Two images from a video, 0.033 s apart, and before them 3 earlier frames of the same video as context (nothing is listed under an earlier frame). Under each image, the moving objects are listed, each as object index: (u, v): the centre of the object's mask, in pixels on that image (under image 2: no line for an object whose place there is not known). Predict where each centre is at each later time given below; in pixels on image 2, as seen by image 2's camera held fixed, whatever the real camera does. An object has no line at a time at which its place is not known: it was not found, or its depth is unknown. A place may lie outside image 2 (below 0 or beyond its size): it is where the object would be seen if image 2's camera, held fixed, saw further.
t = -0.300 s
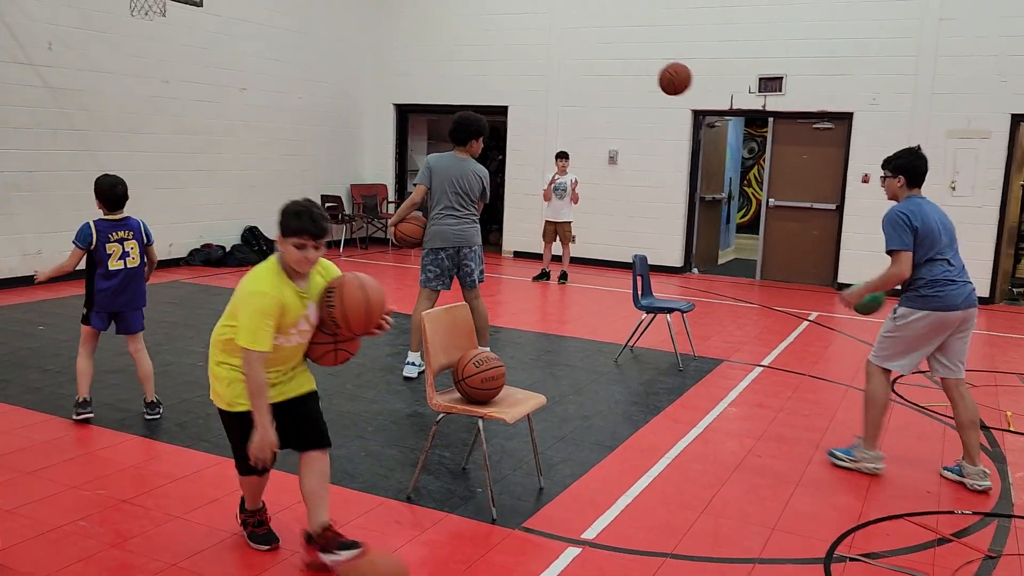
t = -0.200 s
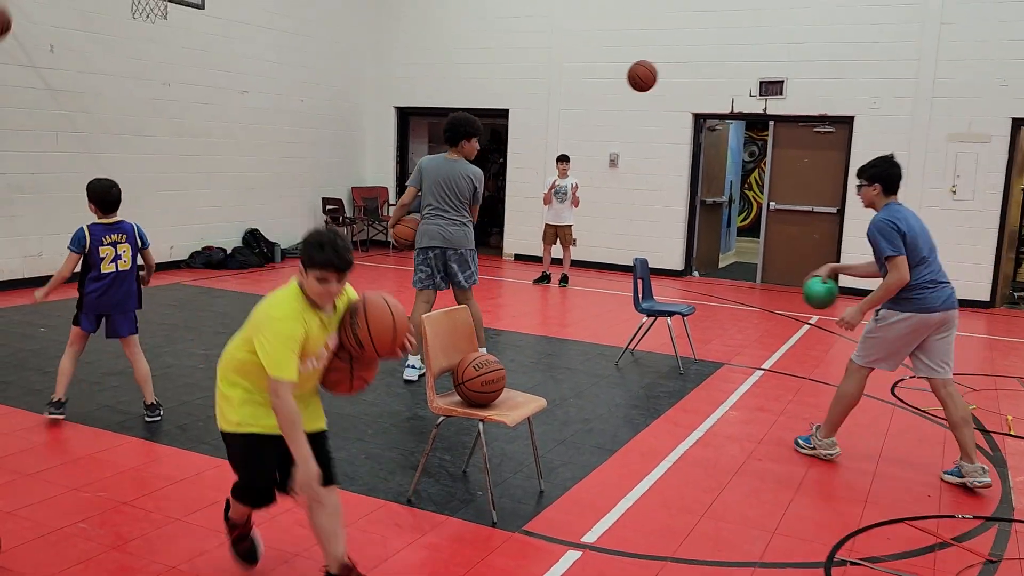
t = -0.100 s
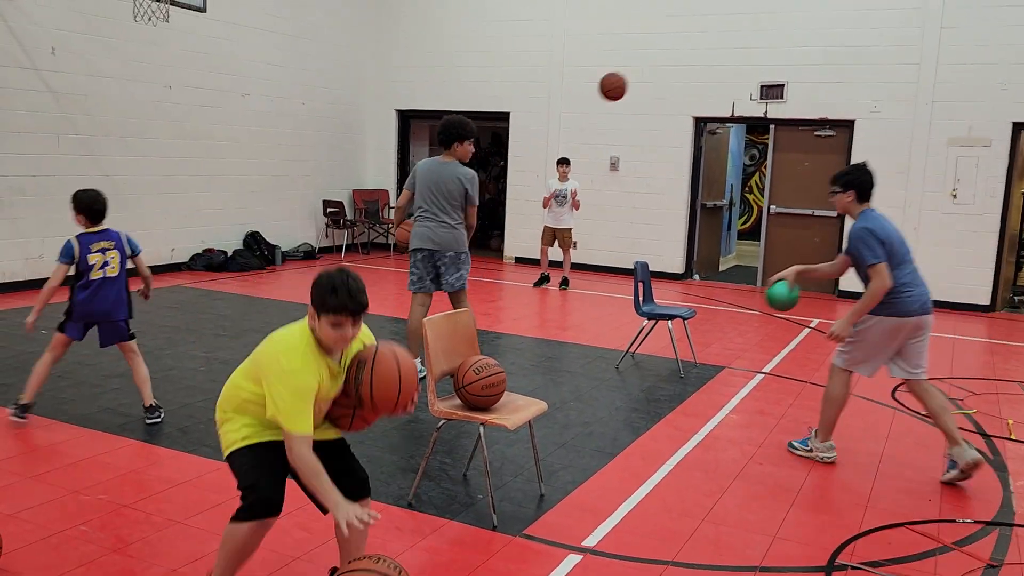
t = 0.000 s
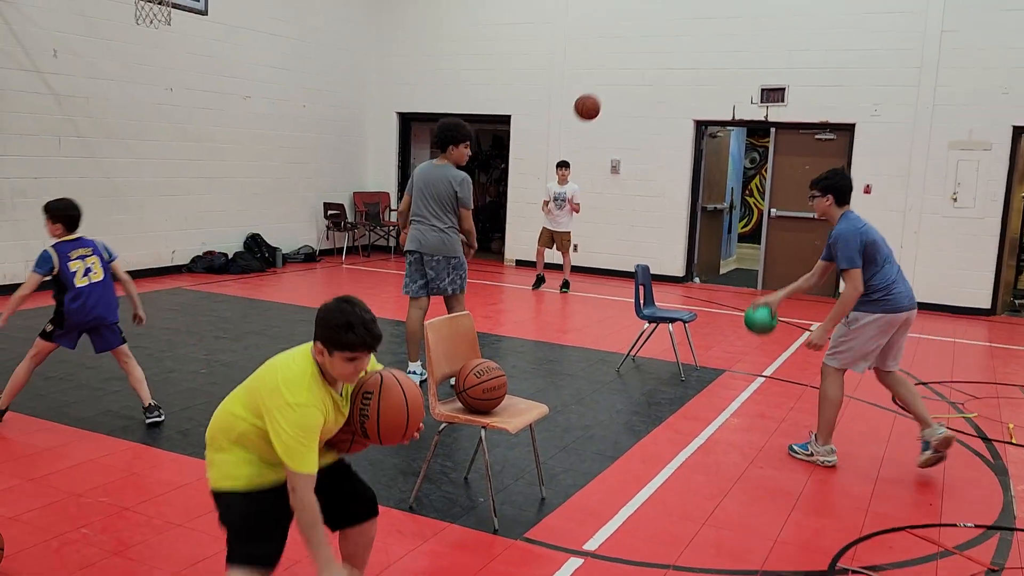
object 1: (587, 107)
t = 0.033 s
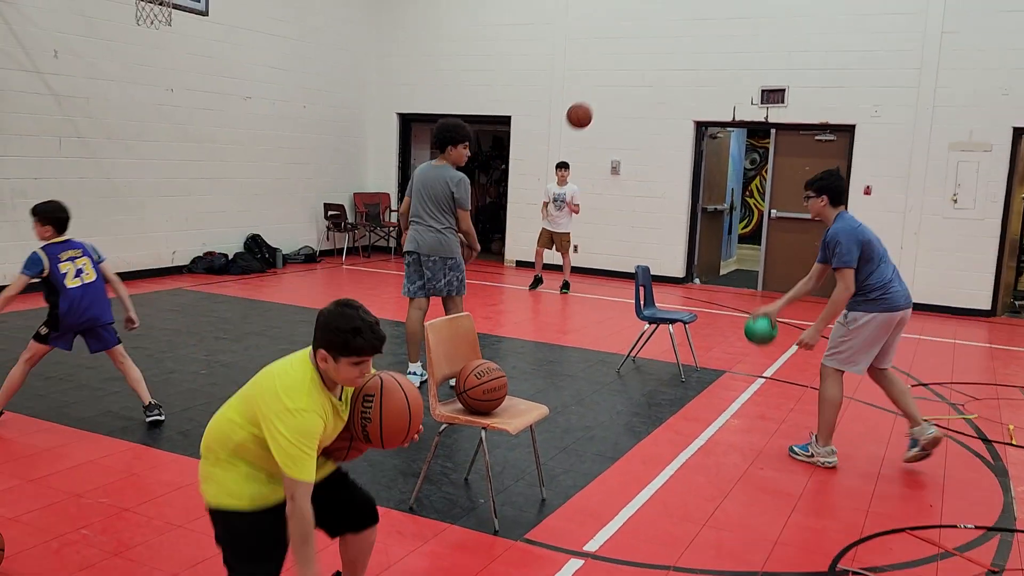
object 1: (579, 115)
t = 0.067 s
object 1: (571, 124)
